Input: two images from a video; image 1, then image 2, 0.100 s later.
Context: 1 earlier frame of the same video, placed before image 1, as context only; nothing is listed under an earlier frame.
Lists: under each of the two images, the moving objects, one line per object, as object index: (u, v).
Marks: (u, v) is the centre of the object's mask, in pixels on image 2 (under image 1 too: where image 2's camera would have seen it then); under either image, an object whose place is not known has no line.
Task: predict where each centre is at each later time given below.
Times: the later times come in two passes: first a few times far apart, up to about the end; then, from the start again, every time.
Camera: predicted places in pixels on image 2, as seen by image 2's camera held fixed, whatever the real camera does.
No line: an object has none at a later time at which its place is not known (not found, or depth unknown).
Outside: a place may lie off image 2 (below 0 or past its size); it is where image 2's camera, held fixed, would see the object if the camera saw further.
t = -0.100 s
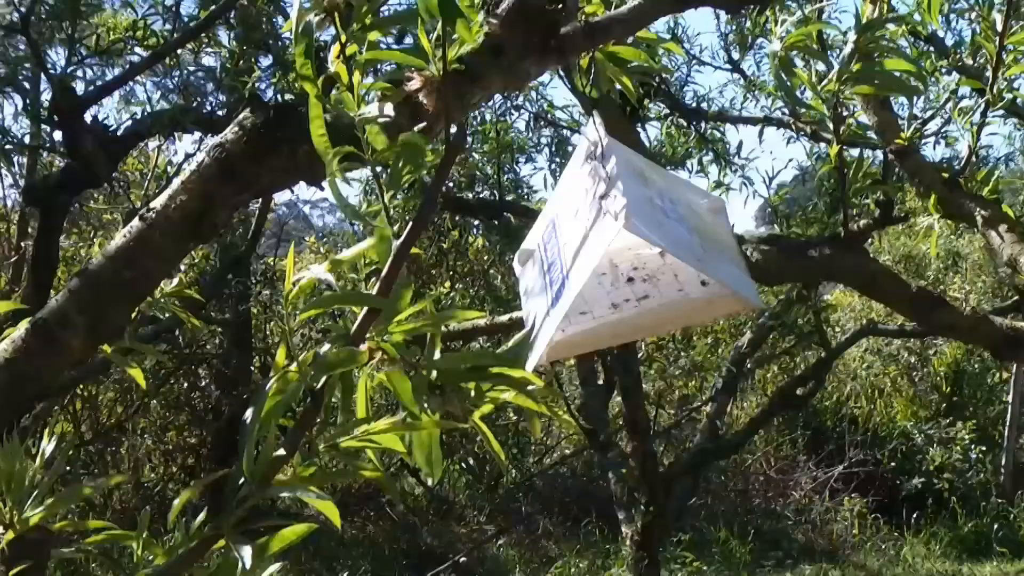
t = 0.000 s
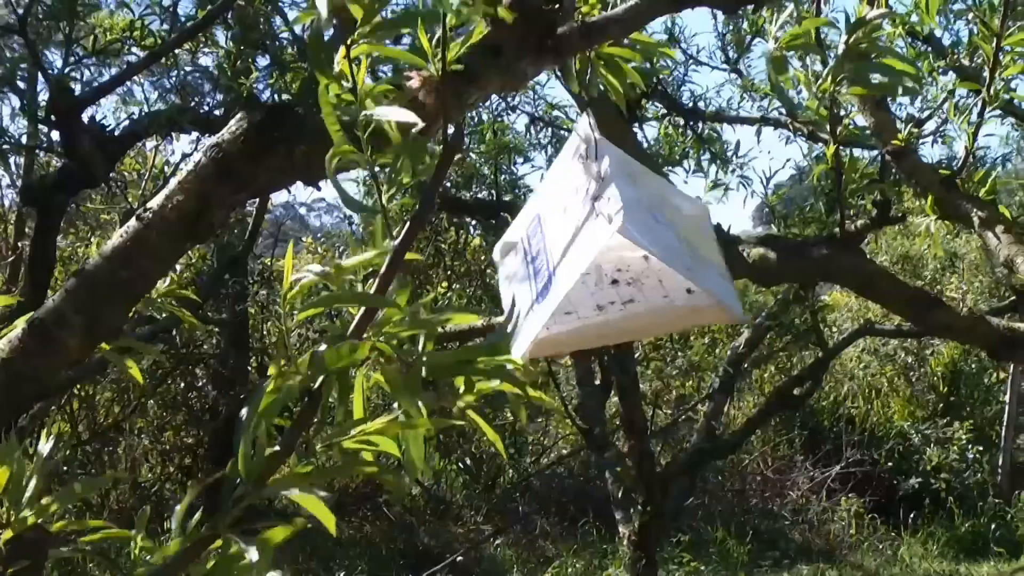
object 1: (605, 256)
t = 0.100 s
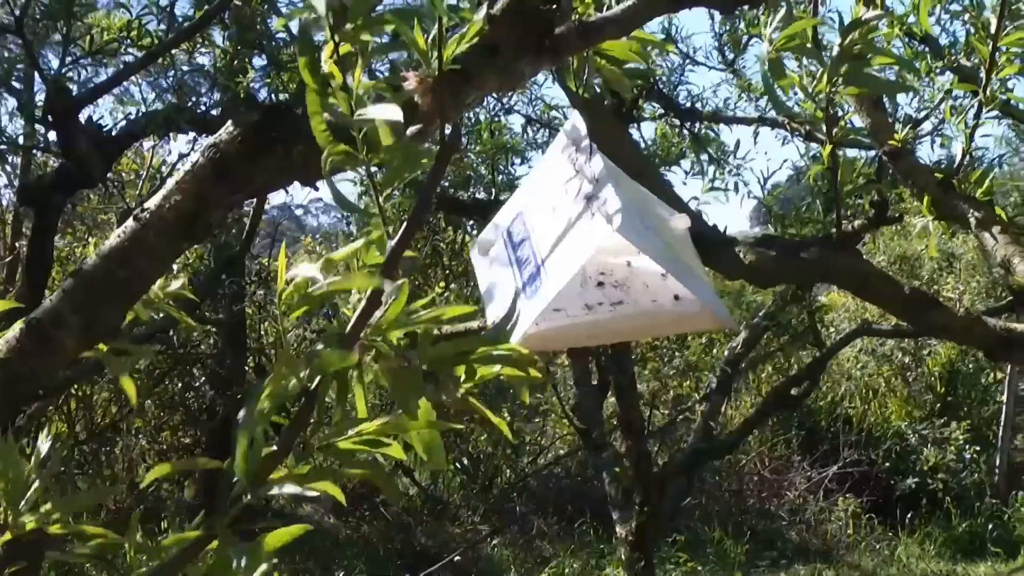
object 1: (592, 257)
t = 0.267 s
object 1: (613, 258)
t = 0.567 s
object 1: (601, 255)
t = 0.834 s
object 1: (604, 259)
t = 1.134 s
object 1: (608, 256)
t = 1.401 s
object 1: (586, 257)
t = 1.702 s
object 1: (598, 260)
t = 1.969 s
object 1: (591, 257)
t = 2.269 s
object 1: (590, 255)
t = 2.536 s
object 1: (594, 257)
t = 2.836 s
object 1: (584, 257)
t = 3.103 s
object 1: (588, 257)
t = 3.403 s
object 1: (586, 259)
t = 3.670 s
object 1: (591, 257)
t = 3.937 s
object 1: (589, 258)
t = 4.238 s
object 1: (594, 258)
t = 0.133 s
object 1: (590, 257)
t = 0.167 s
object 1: (592, 258)
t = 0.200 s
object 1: (595, 259)
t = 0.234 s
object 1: (603, 260)
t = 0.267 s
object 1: (613, 258)
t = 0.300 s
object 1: (623, 256)
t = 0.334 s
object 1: (631, 253)
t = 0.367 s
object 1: (634, 250)
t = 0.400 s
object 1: (634, 249)
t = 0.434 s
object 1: (631, 248)
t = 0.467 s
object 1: (625, 248)
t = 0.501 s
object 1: (617, 250)
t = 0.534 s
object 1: (609, 252)
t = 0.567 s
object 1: (601, 255)
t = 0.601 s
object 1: (594, 258)
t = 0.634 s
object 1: (590, 260)
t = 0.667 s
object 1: (588, 261)
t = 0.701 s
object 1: (589, 262)
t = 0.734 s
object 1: (591, 262)
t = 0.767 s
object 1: (594, 262)
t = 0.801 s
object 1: (599, 260)
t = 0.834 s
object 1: (604, 259)
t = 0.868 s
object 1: (608, 257)
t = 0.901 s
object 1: (612, 256)
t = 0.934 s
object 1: (615, 255)
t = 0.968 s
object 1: (617, 254)
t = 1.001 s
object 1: (617, 254)
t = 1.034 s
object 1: (616, 254)
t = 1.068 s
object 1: (614, 255)
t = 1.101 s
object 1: (611, 256)
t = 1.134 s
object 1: (608, 256)
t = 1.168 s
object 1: (603, 257)
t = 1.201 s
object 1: (597, 259)
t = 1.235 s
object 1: (591, 260)
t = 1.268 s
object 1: (586, 260)
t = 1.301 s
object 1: (583, 260)
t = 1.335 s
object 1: (583, 259)
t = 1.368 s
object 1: (583, 258)
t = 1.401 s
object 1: (586, 257)
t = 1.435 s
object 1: (590, 256)
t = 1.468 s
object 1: (594, 255)
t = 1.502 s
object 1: (598, 255)
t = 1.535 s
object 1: (601, 255)
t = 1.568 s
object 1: (603, 256)
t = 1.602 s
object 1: (604, 258)
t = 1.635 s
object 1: (604, 259)
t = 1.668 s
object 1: (602, 259)
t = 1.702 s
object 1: (598, 260)
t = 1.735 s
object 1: (594, 259)
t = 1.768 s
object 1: (590, 258)
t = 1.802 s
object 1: (588, 257)
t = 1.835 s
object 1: (585, 256)
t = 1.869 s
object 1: (585, 255)
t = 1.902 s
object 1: (585, 255)
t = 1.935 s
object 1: (588, 256)
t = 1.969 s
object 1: (591, 257)
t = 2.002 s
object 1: (595, 258)
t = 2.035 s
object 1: (598, 259)
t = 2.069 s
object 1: (600, 259)
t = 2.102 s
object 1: (600, 259)
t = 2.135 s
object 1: (600, 258)
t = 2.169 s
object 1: (598, 257)
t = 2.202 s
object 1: (596, 257)
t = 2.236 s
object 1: (594, 256)
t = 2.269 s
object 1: (590, 255)
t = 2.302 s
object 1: (588, 255)
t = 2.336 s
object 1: (586, 255)
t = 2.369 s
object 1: (586, 256)
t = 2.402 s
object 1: (585, 256)
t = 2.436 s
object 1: (588, 257)
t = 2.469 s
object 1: (589, 257)
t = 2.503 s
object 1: (592, 257)
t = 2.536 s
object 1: (594, 257)
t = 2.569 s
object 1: (595, 257)
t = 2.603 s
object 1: (595, 256)
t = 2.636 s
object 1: (594, 256)
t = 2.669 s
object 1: (592, 256)
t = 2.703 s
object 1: (591, 256)
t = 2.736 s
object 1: (589, 256)
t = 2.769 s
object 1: (587, 256)
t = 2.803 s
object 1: (585, 256)
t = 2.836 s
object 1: (584, 257)
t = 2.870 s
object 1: (585, 257)
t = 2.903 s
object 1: (585, 257)
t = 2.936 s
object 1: (586, 258)
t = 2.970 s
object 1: (586, 258)
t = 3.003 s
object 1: (587, 258)
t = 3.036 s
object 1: (588, 258)
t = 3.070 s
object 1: (588, 258)
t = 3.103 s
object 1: (588, 257)
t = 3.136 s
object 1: (588, 256)
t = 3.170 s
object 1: (588, 256)
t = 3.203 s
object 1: (587, 257)
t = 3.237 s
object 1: (587, 257)
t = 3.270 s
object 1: (586, 257)
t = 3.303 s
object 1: (586, 257)
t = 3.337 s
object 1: (586, 258)
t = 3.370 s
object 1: (586, 258)
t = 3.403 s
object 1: (586, 259)
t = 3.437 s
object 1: (587, 259)
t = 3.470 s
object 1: (588, 259)
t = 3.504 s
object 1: (589, 258)
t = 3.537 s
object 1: (589, 258)
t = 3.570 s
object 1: (590, 257)
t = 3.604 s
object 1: (590, 257)
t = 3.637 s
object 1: (591, 257)
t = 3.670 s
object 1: (591, 257)
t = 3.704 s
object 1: (591, 257)
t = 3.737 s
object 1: (591, 257)
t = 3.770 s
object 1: (590, 258)
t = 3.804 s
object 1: (590, 259)
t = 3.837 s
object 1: (589, 259)
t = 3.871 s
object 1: (589, 259)
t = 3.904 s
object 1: (589, 259)
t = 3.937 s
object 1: (589, 258)
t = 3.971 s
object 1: (589, 258)
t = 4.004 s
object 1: (590, 257)
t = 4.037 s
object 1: (591, 257)
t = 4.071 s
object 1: (592, 257)
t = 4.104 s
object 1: (593, 257)
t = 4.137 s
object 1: (594, 257)
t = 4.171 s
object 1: (595, 257)
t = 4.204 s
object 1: (595, 257)
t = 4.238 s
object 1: (594, 258)
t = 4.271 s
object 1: (593, 258)
